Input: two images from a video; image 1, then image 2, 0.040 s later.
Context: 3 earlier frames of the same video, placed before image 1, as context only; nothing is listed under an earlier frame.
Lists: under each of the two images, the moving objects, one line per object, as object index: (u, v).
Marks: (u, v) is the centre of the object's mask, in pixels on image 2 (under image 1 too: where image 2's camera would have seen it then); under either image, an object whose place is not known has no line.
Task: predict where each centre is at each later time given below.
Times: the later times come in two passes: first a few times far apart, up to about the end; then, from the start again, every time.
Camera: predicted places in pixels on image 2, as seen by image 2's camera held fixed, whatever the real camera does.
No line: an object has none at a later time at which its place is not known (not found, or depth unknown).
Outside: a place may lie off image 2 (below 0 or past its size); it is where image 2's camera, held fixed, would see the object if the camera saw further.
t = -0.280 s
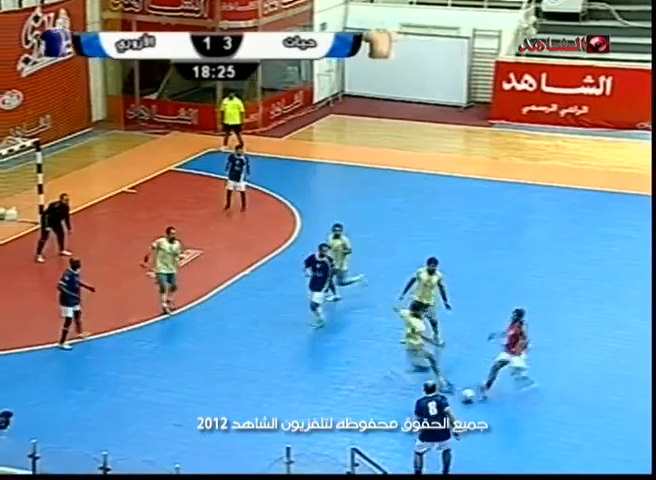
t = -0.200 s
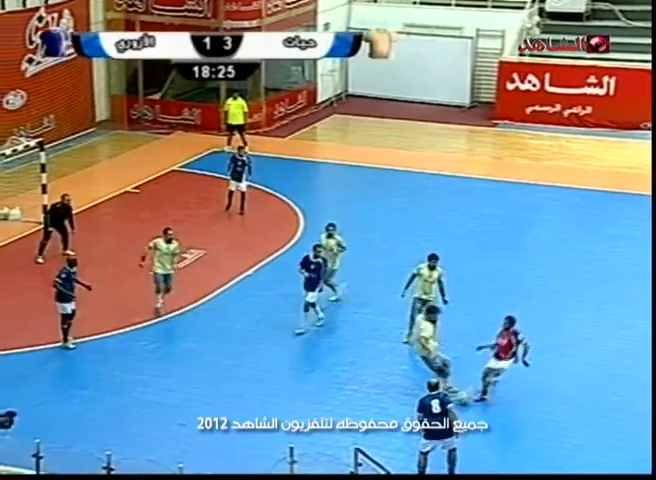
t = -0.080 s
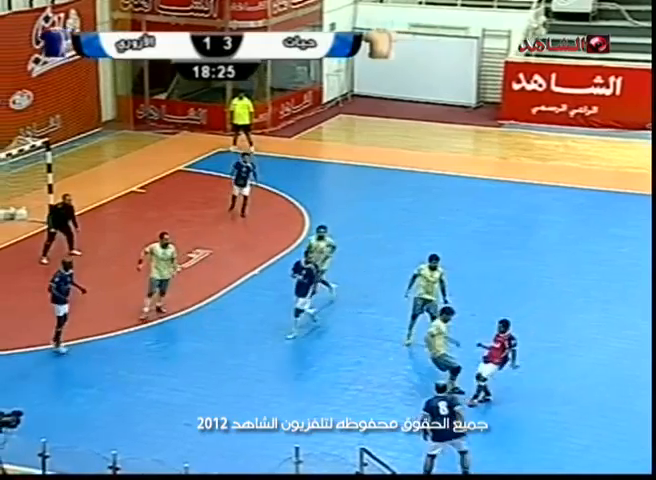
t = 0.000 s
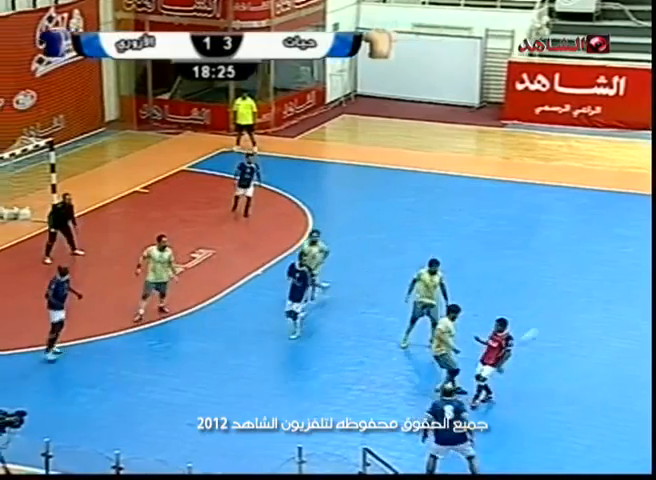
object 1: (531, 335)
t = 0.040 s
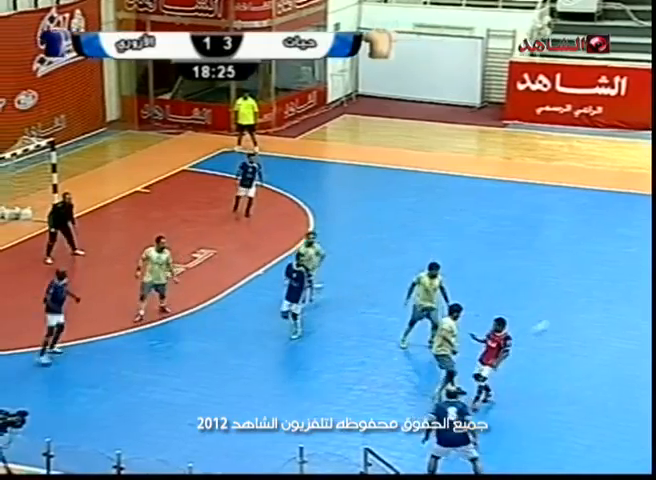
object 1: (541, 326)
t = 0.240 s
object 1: (586, 298)
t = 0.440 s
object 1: (624, 289)
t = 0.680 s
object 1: (653, 259)
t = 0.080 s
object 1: (551, 319)
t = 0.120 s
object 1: (560, 313)
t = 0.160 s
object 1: (569, 307)
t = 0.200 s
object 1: (578, 302)
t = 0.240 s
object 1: (586, 298)
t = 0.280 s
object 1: (594, 294)
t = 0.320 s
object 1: (602, 292)
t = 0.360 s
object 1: (610, 290)
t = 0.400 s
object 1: (617, 289)
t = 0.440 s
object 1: (624, 289)
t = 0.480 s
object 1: (630, 286)
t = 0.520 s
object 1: (634, 282)
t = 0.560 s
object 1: (640, 271)
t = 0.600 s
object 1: (644, 266)
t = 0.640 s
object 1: (648, 263)
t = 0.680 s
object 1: (653, 259)
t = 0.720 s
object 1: (657, 257)
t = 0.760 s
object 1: (662, 258)
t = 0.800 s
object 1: (665, 256)
